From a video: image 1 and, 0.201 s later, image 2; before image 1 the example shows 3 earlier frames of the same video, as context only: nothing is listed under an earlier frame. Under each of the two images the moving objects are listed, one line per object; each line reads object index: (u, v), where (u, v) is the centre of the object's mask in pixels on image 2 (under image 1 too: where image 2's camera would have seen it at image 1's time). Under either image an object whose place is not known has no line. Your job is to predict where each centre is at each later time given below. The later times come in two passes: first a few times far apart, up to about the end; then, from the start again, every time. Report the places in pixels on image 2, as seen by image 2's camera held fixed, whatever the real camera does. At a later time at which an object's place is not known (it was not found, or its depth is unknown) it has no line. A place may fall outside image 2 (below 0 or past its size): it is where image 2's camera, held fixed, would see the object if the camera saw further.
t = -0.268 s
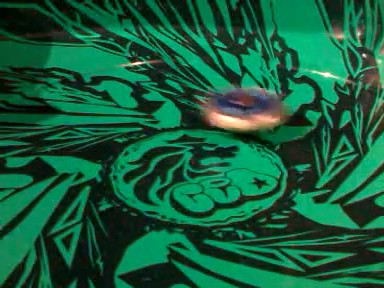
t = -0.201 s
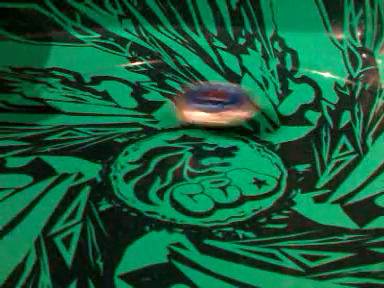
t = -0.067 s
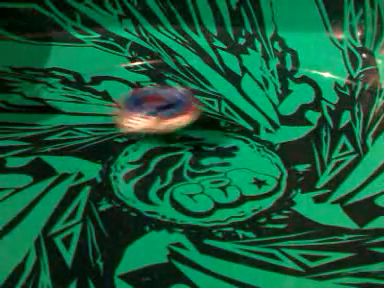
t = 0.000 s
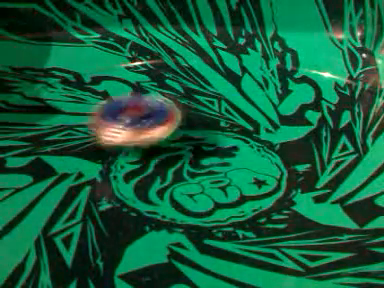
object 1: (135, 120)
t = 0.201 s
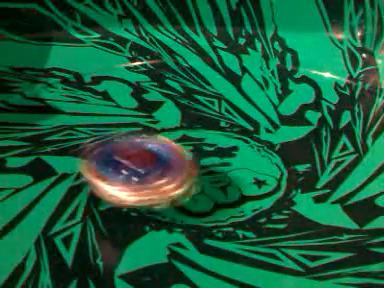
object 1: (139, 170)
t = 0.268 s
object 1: (175, 185)
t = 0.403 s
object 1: (253, 181)
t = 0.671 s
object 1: (264, 126)
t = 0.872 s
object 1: (184, 111)
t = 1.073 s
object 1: (128, 141)
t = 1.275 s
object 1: (186, 181)
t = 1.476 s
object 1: (263, 156)
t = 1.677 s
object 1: (232, 120)
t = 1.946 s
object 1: (150, 127)
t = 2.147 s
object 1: (161, 162)
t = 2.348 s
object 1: (241, 157)
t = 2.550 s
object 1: (243, 130)
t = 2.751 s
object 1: (199, 117)
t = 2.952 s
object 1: (160, 129)
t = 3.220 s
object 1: (196, 163)
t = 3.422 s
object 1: (244, 147)
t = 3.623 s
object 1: (233, 131)
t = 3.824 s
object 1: (206, 124)
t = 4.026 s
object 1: (178, 126)
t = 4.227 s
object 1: (160, 141)
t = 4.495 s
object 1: (199, 163)
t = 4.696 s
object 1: (236, 150)
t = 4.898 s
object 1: (231, 132)
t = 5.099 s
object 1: (202, 123)
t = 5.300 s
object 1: (169, 125)
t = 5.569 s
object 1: (162, 151)
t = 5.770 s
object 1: (217, 156)
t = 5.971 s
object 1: (232, 138)
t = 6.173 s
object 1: (218, 126)
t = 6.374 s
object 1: (189, 122)
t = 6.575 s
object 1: (166, 132)
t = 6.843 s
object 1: (197, 156)
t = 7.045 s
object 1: (233, 147)
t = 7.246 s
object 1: (234, 134)
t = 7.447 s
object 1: (207, 127)
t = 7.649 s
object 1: (178, 135)
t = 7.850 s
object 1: (179, 153)
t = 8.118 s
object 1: (222, 161)
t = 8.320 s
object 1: (234, 148)
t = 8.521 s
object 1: (211, 137)
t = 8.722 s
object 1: (179, 140)
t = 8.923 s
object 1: (184, 155)
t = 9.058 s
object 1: (203, 157)
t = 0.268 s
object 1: (175, 185)
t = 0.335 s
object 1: (215, 188)
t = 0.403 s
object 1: (253, 181)
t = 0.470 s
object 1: (274, 168)
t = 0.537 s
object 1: (284, 154)
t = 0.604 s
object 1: (281, 139)
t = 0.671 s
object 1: (264, 126)
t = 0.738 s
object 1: (239, 116)
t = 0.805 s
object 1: (213, 111)
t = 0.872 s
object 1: (184, 111)
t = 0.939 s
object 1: (159, 117)
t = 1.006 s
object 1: (141, 127)
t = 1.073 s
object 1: (128, 141)
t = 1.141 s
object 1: (131, 157)
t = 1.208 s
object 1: (152, 172)
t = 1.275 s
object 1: (186, 181)
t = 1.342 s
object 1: (222, 179)
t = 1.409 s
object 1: (248, 170)
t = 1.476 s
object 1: (263, 156)
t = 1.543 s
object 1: (264, 142)
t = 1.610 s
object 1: (254, 130)
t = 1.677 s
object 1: (232, 120)
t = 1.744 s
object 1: (209, 115)
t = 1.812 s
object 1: (185, 115)
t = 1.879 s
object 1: (163, 119)
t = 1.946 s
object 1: (150, 127)
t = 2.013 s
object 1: (143, 137)
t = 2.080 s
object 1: (145, 150)
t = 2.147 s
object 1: (161, 162)
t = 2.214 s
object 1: (191, 168)
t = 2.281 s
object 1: (223, 166)
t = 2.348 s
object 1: (241, 157)
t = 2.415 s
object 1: (250, 147)
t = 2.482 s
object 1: (250, 137)
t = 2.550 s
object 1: (243, 130)
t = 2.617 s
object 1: (229, 124)
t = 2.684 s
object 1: (215, 119)
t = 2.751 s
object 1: (199, 117)
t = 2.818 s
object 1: (182, 118)
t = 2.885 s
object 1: (169, 123)
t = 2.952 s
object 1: (160, 129)
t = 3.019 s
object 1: (155, 139)
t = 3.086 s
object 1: (159, 149)
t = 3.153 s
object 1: (172, 158)
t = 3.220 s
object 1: (196, 163)
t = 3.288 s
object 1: (222, 161)
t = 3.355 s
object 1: (238, 154)
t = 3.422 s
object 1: (244, 147)
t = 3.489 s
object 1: (244, 140)
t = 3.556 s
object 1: (240, 135)
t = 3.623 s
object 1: (233, 131)
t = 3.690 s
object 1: (225, 127)
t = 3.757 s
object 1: (215, 125)
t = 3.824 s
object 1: (206, 124)
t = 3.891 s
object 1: (197, 124)
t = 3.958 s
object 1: (186, 125)
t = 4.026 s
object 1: (178, 126)
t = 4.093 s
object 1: (170, 130)
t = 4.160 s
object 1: (163, 134)
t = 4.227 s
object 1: (160, 141)
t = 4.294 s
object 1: (159, 148)
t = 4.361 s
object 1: (166, 156)
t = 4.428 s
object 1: (181, 161)
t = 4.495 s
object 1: (199, 163)
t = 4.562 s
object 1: (216, 160)
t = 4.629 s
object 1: (228, 156)
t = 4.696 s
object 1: (236, 150)
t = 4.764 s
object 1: (239, 144)
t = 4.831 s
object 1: (237, 138)
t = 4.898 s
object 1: (231, 132)
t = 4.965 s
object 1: (222, 127)
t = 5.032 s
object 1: (212, 125)
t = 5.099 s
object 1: (202, 123)
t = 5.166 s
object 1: (191, 122)
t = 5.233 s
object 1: (179, 123)
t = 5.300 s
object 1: (169, 125)
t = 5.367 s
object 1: (162, 129)
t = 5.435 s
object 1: (156, 135)
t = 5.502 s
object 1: (155, 143)
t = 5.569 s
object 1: (162, 151)
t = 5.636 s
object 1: (177, 157)
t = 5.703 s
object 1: (196, 159)
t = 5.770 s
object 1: (217, 156)
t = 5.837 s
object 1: (229, 149)
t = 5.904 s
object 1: (232, 143)
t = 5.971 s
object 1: (232, 138)
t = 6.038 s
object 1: (231, 133)
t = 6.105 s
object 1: (226, 129)
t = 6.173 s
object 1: (218, 126)
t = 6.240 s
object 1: (209, 123)
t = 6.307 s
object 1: (200, 122)
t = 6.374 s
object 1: (189, 122)
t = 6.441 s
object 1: (180, 124)
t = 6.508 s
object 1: (171, 127)
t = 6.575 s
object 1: (166, 132)
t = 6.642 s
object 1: (164, 139)
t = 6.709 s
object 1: (169, 146)
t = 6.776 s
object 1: (180, 153)
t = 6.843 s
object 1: (197, 156)
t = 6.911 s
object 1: (215, 155)
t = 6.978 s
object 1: (226, 152)
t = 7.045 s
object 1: (233, 147)
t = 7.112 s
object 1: (237, 143)
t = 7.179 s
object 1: (238, 138)
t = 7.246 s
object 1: (234, 134)
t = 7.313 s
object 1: (227, 130)
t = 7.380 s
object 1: (218, 128)
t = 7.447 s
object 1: (207, 127)
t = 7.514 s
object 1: (196, 127)
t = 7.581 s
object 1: (186, 130)
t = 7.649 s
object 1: (178, 135)
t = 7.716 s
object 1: (175, 141)
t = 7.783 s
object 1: (174, 147)
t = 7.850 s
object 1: (179, 153)
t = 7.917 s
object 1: (187, 159)
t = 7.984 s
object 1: (198, 162)
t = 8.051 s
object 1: (211, 162)
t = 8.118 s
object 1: (222, 161)
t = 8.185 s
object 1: (229, 158)
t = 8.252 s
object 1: (234, 154)
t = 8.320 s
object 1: (234, 148)
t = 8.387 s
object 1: (229, 143)
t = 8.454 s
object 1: (221, 139)
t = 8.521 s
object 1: (211, 137)
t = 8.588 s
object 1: (199, 136)
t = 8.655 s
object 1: (189, 136)
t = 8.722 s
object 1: (179, 140)
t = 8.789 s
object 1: (172, 145)
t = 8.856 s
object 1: (175, 152)
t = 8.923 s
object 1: (184, 155)
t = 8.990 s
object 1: (192, 157)
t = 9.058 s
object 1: (203, 157)
